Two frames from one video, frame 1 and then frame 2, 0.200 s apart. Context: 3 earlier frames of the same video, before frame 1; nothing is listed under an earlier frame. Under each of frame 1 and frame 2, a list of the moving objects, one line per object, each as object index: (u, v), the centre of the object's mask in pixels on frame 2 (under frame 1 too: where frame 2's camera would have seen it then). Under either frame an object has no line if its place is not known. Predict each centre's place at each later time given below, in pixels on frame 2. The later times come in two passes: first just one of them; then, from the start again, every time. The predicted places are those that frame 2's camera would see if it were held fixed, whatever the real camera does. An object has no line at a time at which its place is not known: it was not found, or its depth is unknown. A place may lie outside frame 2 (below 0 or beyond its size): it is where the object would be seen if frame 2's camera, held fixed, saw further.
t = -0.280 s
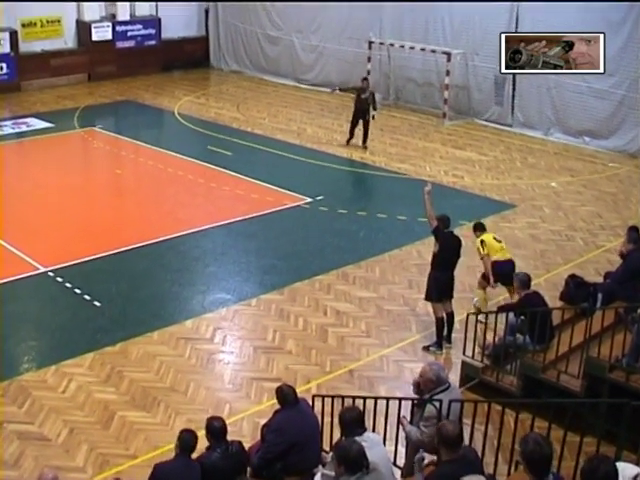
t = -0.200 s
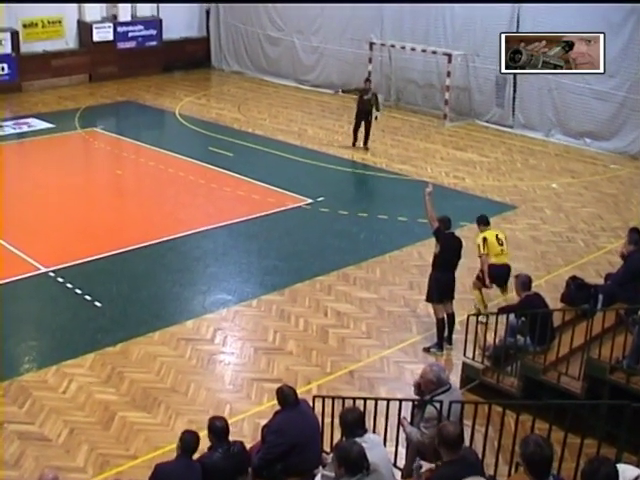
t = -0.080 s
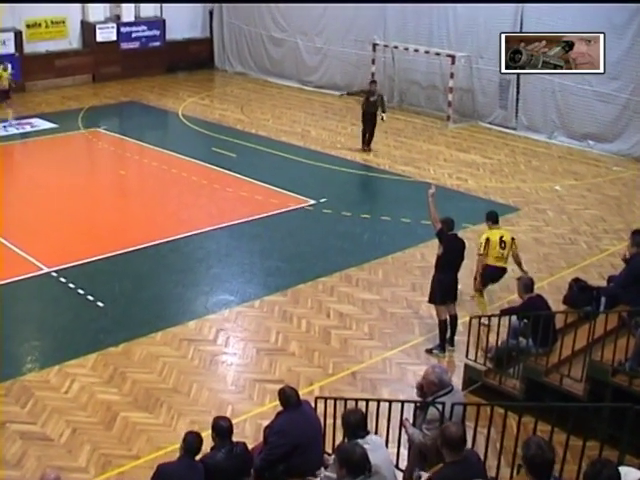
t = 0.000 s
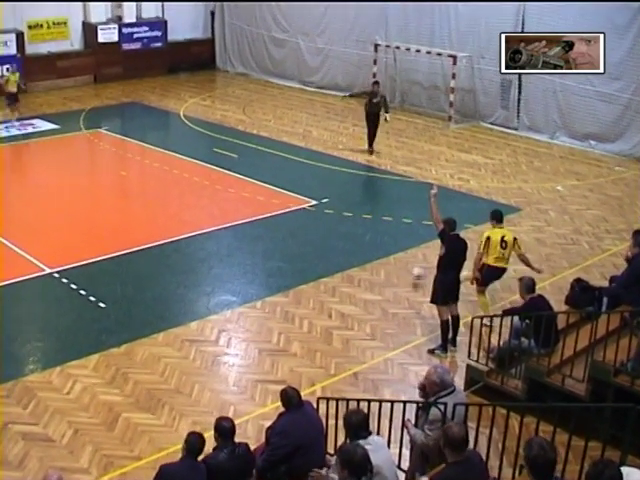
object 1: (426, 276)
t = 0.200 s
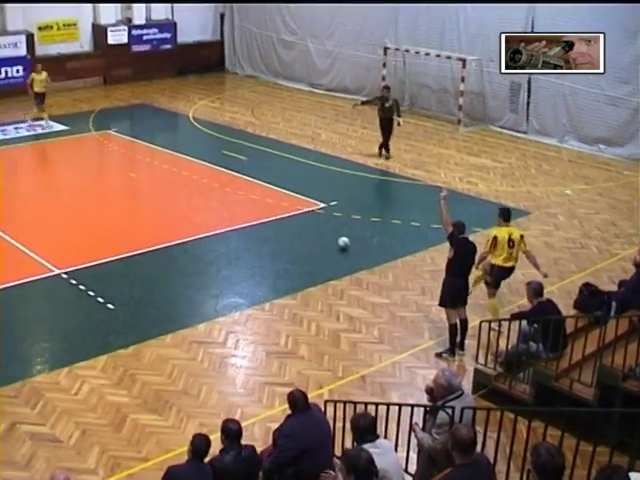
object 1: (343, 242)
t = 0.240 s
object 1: (331, 236)
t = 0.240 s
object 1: (331, 236)
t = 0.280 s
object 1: (318, 231)
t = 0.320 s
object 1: (307, 226)
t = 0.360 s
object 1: (296, 221)
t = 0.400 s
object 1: (285, 216)
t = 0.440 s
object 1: (276, 213)
